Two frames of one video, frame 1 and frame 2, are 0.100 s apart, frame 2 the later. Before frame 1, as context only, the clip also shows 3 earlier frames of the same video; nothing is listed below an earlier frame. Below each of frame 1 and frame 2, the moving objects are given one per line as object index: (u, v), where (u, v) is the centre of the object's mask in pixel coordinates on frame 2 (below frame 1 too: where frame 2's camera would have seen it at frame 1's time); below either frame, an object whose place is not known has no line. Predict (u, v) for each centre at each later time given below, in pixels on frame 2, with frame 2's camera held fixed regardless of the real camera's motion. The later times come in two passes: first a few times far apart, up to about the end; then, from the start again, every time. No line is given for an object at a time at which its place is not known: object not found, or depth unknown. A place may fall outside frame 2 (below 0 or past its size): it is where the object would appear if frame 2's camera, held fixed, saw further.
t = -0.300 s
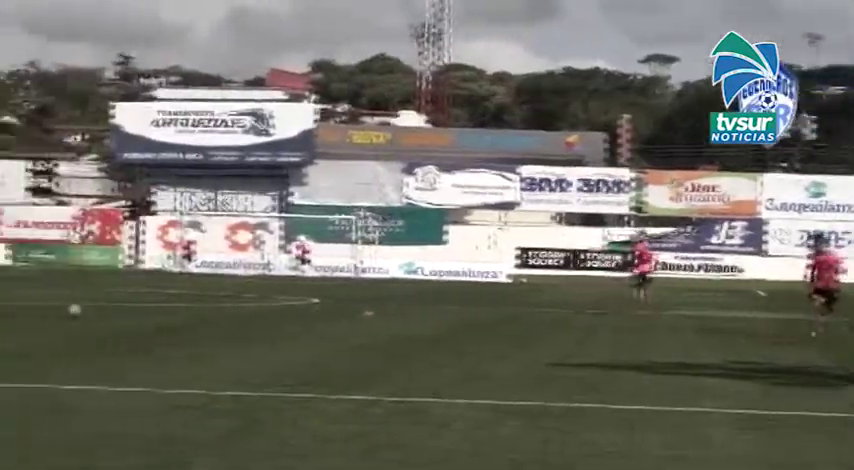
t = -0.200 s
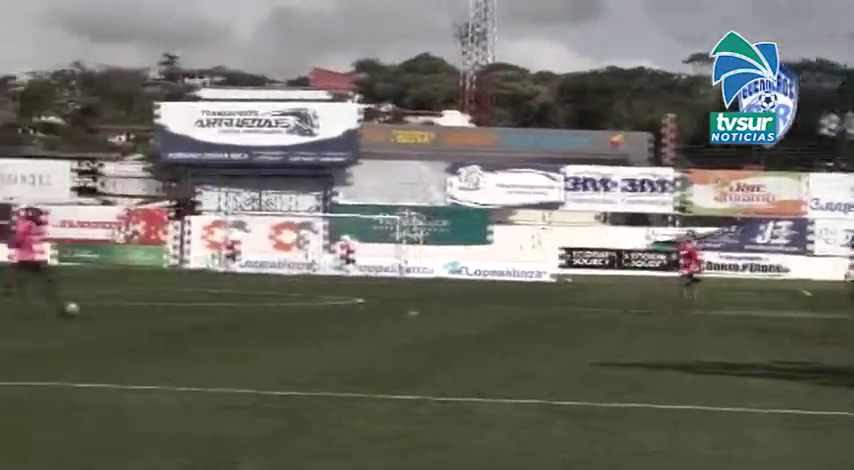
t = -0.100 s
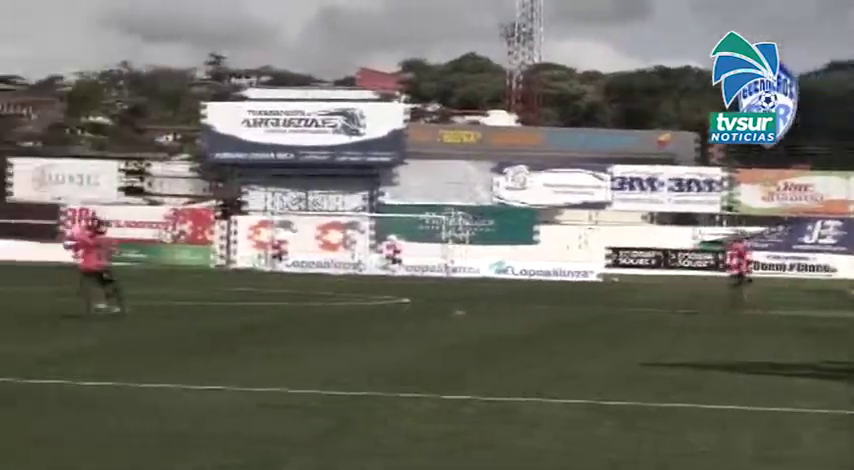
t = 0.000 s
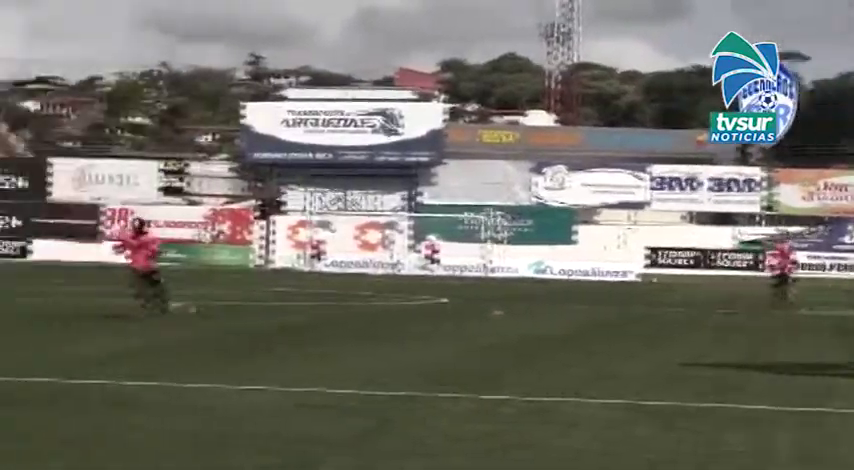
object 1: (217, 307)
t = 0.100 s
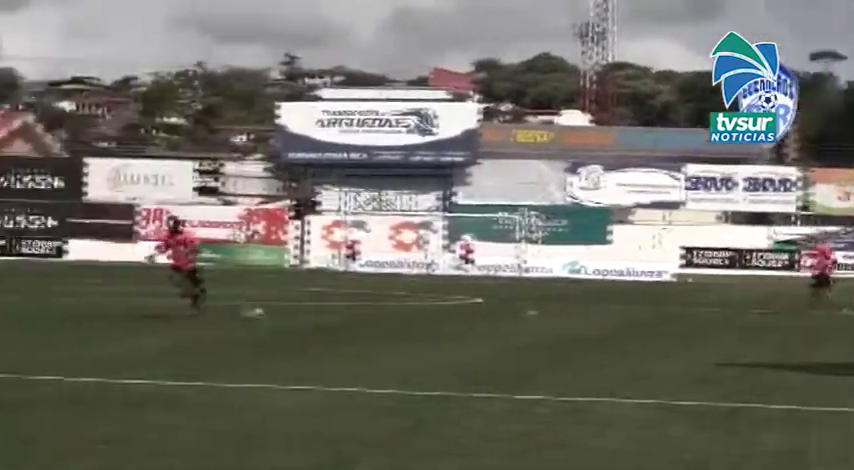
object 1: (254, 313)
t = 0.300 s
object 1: (319, 321)
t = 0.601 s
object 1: (412, 334)
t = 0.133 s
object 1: (265, 320)
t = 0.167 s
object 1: (275, 321)
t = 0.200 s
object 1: (286, 319)
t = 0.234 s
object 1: (299, 320)
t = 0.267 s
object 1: (310, 319)
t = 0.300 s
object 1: (319, 321)
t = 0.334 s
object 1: (332, 323)
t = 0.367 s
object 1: (344, 326)
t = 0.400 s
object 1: (353, 328)
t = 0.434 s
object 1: (362, 327)
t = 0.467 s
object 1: (375, 325)
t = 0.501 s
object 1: (383, 326)
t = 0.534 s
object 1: (395, 326)
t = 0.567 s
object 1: (402, 330)
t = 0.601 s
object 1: (412, 334)
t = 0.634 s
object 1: (421, 336)
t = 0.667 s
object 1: (429, 334)
